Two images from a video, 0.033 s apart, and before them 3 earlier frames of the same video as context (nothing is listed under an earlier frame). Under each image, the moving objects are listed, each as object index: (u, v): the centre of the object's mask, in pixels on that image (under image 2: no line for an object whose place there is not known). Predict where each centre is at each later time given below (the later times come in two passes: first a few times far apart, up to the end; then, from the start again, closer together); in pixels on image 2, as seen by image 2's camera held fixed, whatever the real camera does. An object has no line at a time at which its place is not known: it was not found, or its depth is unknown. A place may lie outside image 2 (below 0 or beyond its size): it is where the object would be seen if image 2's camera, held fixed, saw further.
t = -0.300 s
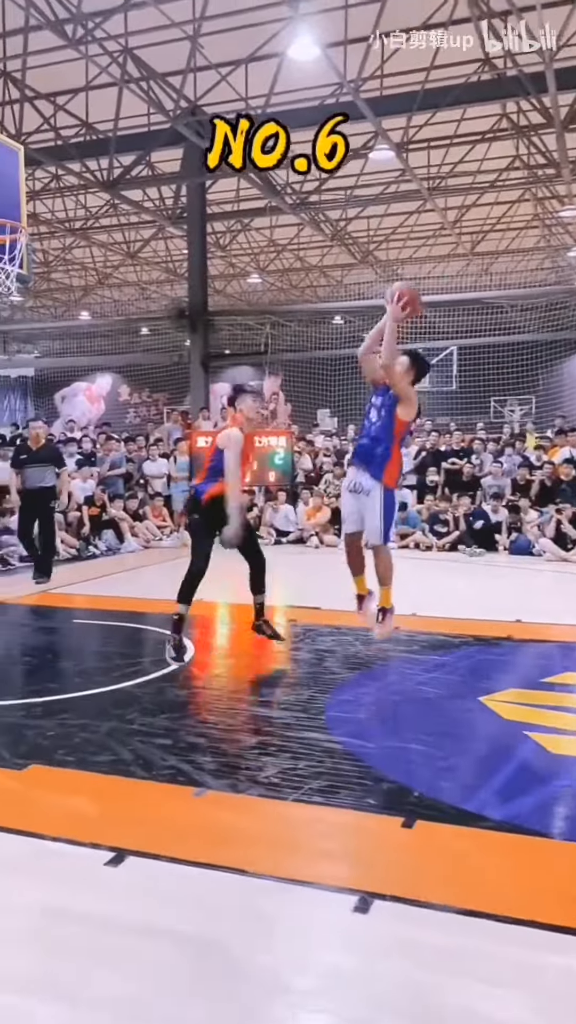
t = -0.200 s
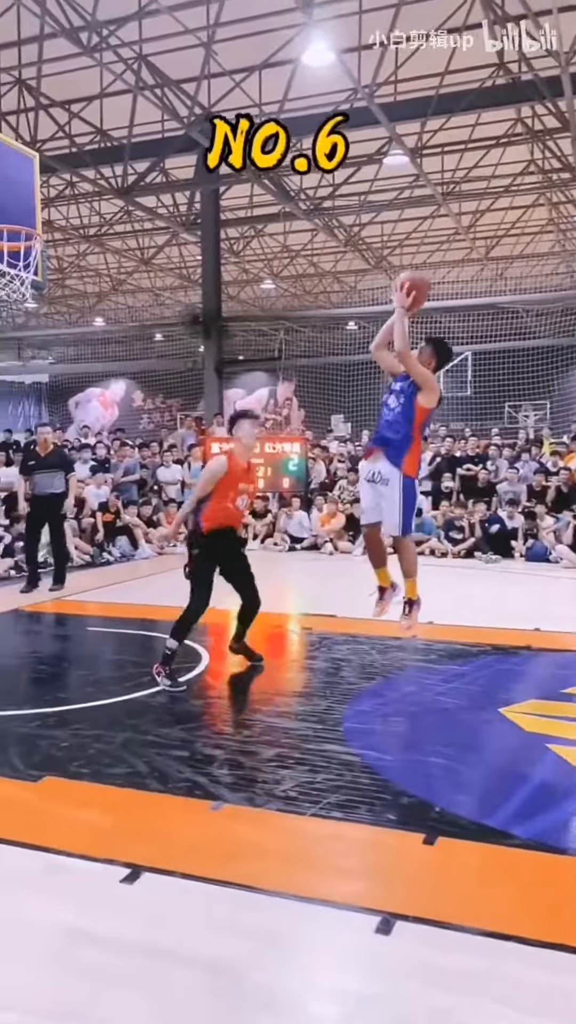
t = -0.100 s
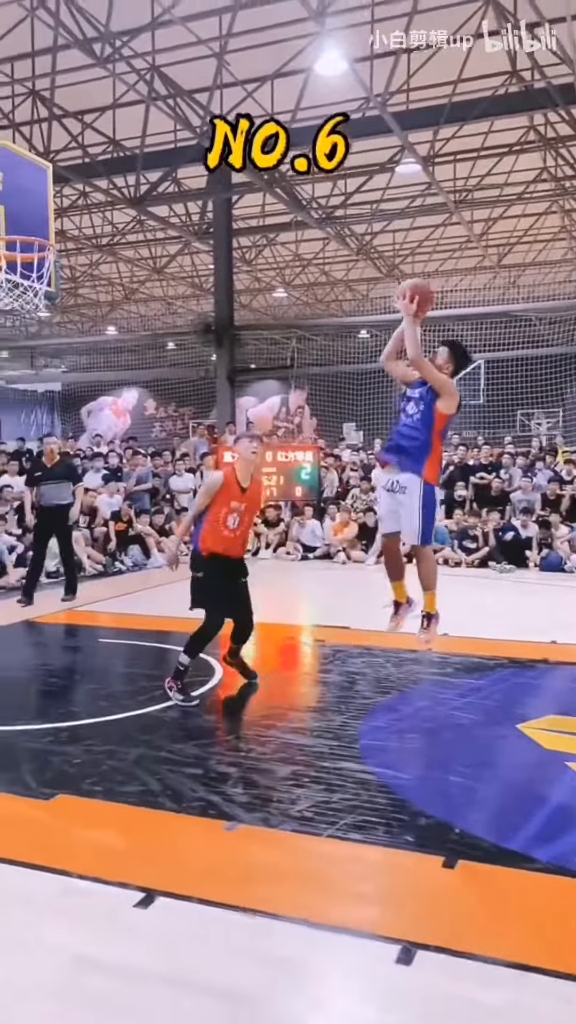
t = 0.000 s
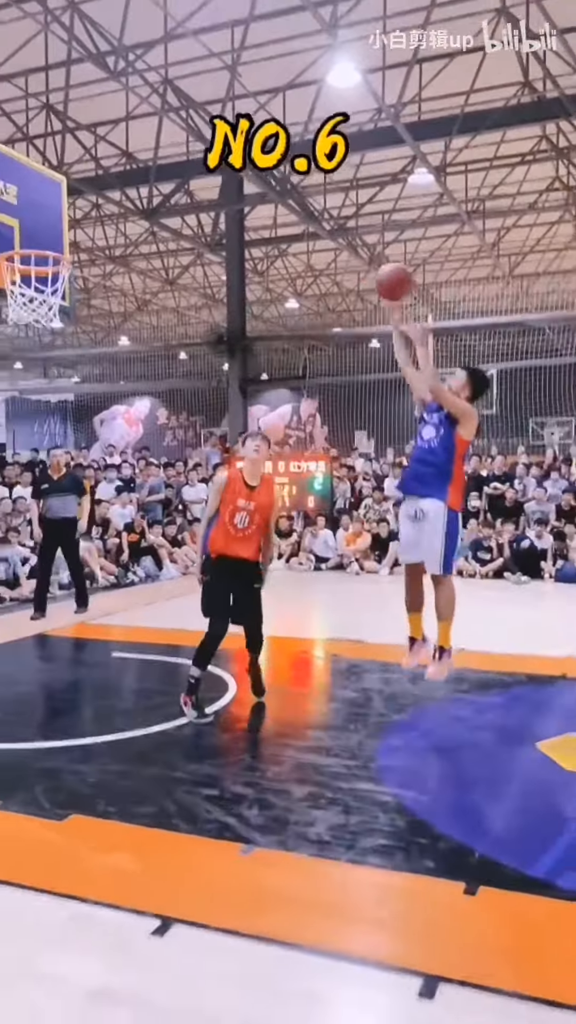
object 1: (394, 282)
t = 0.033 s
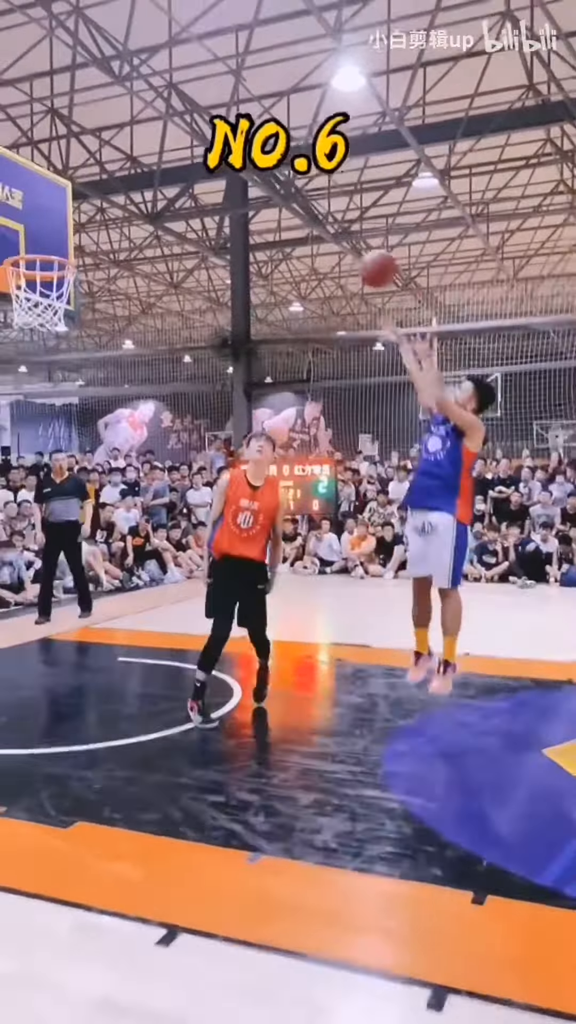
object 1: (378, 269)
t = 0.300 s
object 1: (228, 200)
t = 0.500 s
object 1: (126, 216)
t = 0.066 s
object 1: (358, 253)
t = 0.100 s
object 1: (337, 240)
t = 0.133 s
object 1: (319, 230)
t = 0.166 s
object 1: (301, 221)
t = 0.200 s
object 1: (279, 212)
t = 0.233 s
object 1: (261, 207)
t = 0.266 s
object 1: (244, 203)
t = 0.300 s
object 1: (228, 200)
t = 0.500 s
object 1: (126, 216)
